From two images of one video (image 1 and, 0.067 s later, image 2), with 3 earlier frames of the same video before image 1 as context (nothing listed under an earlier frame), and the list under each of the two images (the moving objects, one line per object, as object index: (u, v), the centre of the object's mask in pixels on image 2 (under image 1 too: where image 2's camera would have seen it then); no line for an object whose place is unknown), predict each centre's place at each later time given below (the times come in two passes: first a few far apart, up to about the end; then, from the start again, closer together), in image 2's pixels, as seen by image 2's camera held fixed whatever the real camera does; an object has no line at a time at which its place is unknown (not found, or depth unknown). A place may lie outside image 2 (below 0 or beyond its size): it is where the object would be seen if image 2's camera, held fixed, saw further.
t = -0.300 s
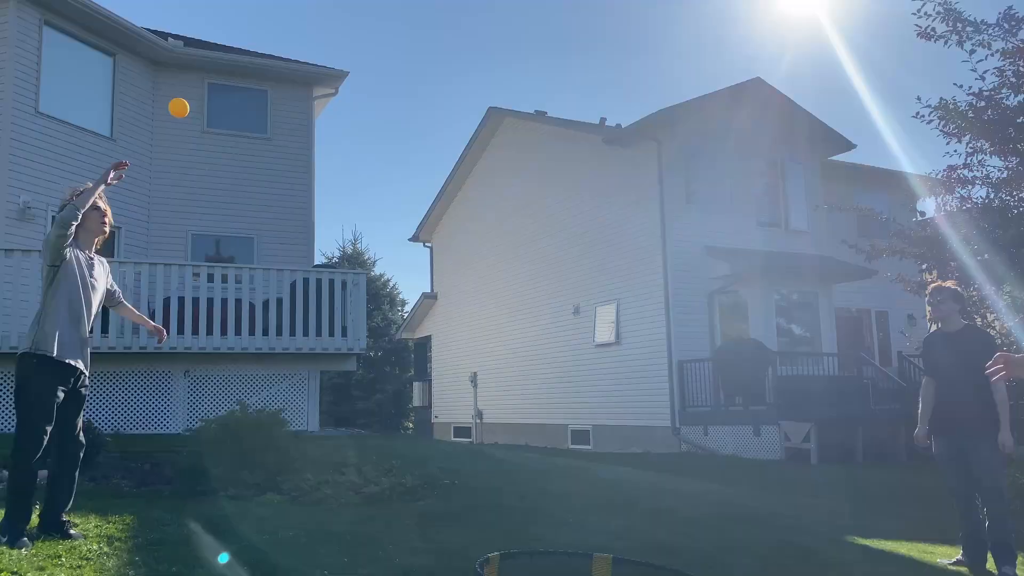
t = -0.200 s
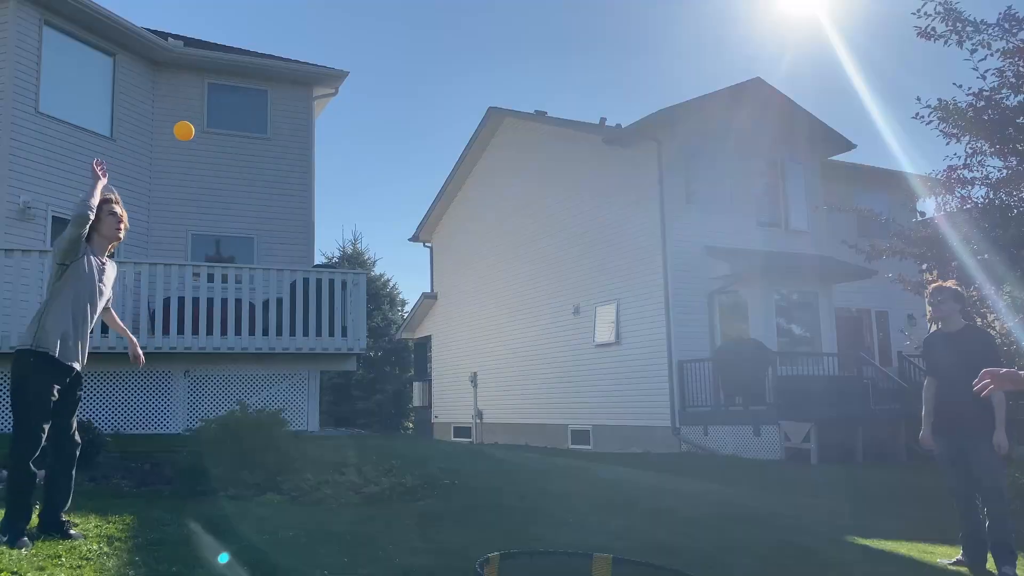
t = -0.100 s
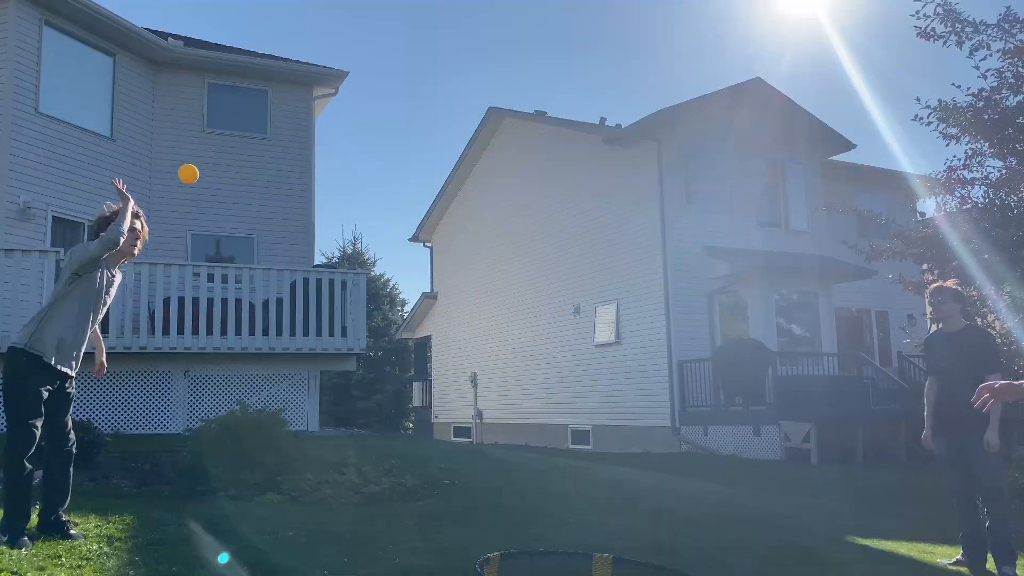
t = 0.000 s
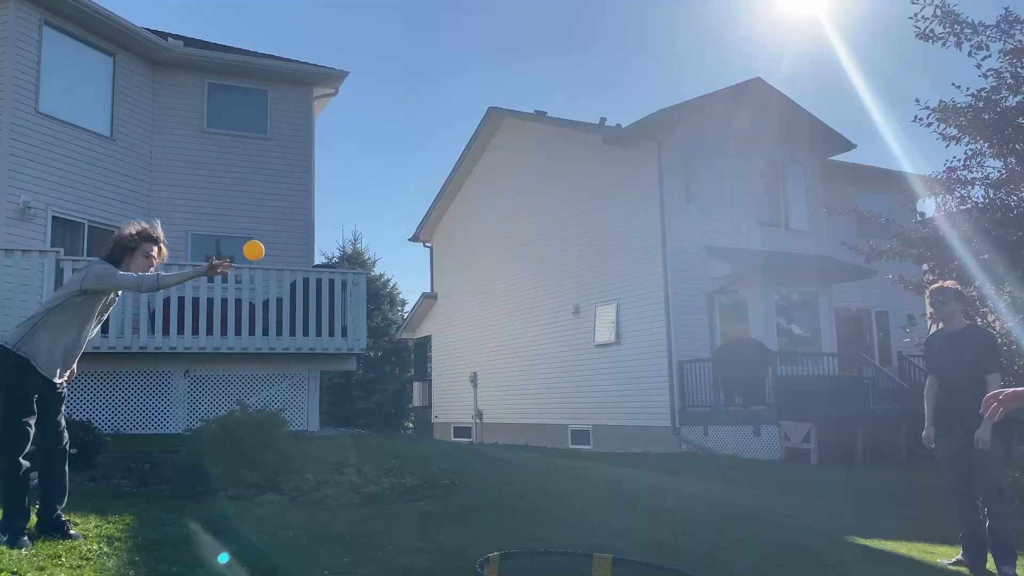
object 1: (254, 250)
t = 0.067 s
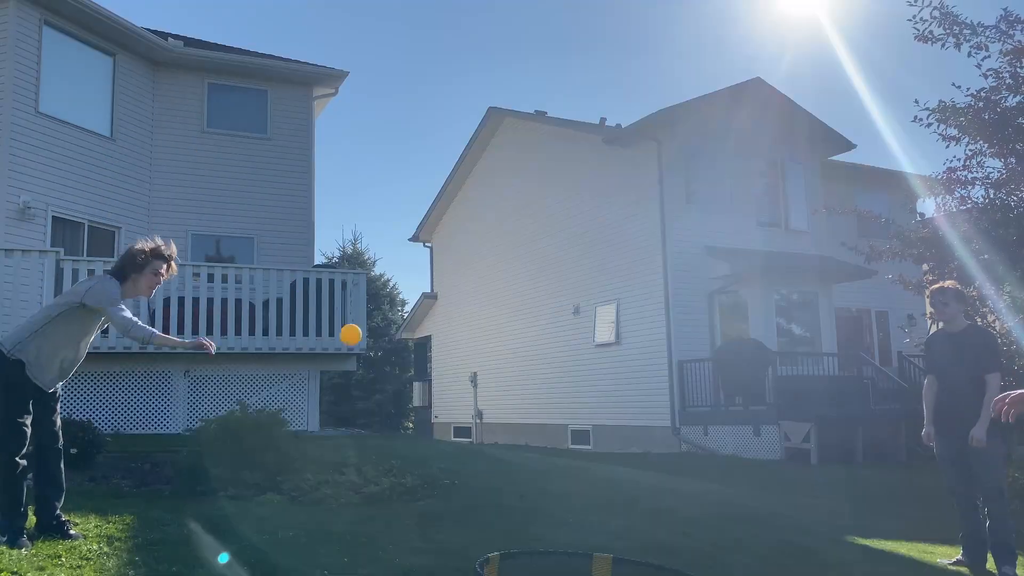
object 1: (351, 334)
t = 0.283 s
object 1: (664, 566)
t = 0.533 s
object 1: (932, 434)
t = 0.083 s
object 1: (376, 358)
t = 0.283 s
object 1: (664, 566)
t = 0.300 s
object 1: (681, 554)
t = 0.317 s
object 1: (698, 541)
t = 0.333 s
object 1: (715, 529)
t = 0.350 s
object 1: (731, 518)
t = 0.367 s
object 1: (748, 506)
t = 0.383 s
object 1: (765, 495)
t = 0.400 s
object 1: (783, 486)
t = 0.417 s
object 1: (801, 477)
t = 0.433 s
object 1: (818, 469)
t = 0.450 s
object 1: (836, 461)
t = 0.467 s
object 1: (855, 454)
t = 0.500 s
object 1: (893, 443)
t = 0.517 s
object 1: (912, 438)
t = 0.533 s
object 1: (932, 434)
